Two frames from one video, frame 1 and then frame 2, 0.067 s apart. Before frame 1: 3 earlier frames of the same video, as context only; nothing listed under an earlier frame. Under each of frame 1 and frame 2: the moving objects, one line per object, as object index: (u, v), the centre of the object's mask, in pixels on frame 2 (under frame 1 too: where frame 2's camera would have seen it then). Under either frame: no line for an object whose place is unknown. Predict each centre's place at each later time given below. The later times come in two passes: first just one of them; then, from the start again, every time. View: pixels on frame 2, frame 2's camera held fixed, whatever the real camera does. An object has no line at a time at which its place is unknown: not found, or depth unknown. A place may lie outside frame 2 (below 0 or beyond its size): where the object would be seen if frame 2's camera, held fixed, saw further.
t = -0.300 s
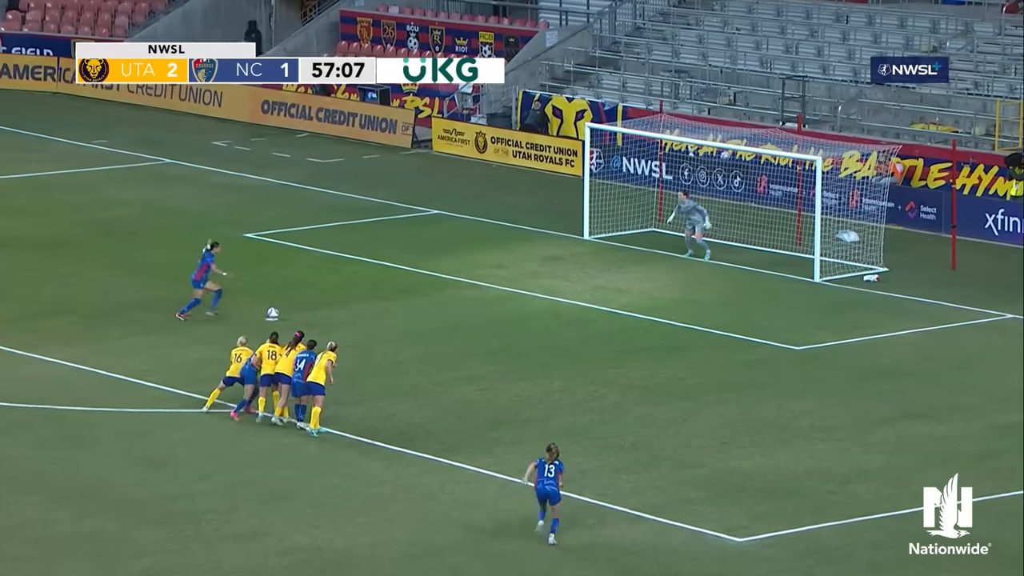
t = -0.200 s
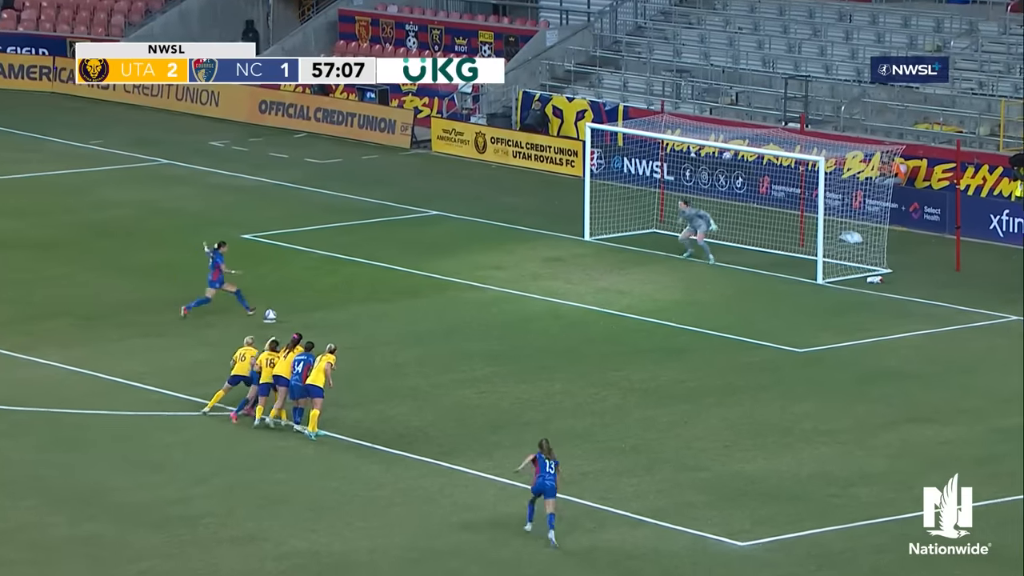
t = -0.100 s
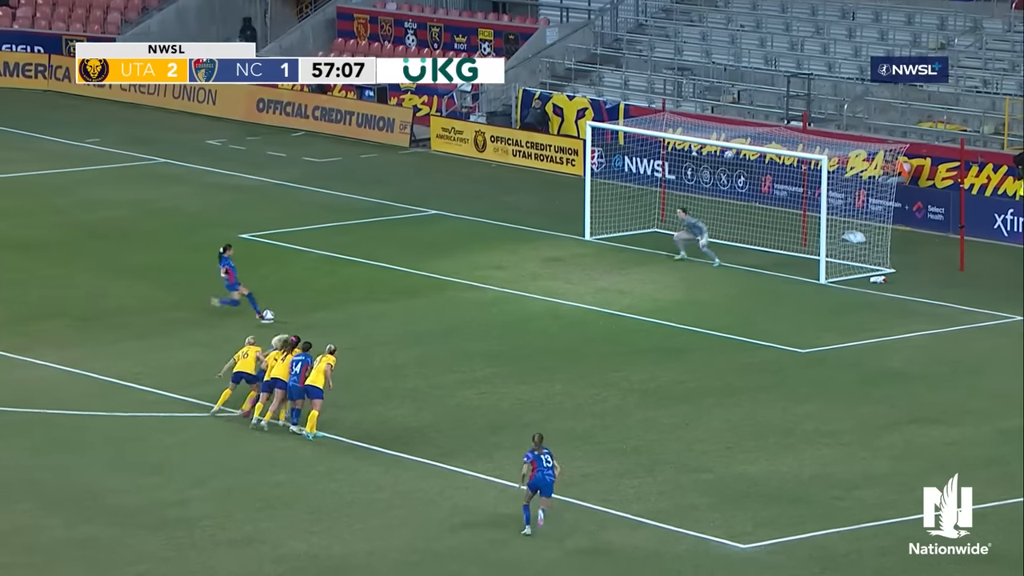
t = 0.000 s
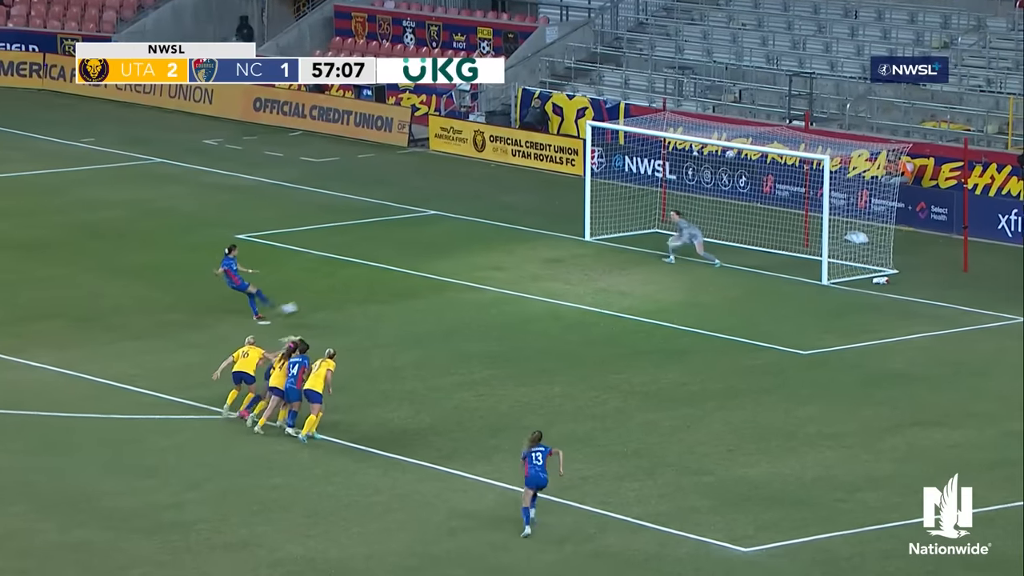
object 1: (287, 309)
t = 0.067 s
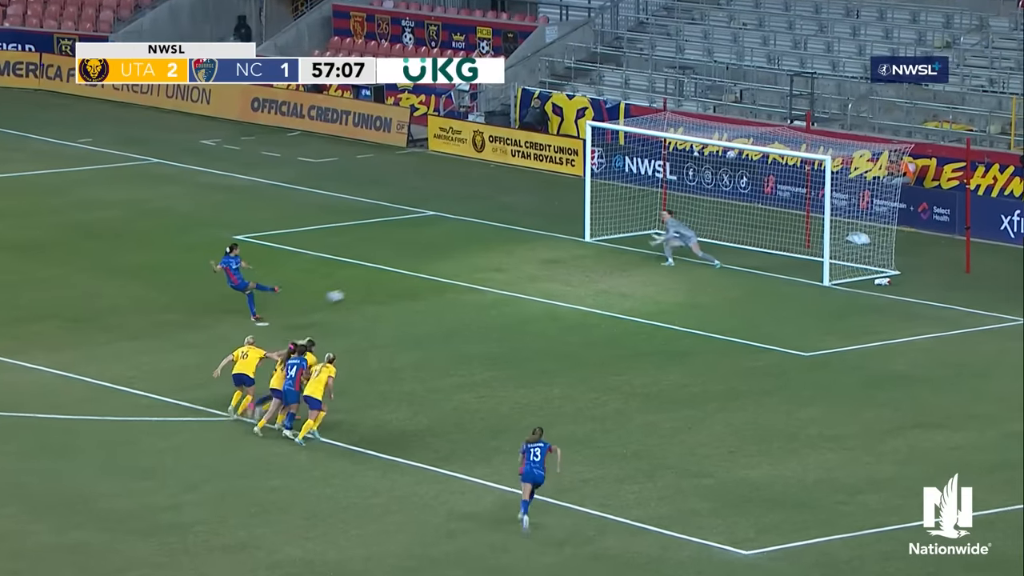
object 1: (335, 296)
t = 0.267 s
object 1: (458, 271)
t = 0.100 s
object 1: (357, 290)
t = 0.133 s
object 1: (379, 285)
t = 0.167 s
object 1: (400, 281)
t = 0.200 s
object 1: (419, 278)
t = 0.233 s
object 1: (440, 275)
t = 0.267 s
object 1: (458, 271)
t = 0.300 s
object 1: (475, 265)
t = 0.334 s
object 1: (491, 260)
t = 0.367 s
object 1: (506, 255)
